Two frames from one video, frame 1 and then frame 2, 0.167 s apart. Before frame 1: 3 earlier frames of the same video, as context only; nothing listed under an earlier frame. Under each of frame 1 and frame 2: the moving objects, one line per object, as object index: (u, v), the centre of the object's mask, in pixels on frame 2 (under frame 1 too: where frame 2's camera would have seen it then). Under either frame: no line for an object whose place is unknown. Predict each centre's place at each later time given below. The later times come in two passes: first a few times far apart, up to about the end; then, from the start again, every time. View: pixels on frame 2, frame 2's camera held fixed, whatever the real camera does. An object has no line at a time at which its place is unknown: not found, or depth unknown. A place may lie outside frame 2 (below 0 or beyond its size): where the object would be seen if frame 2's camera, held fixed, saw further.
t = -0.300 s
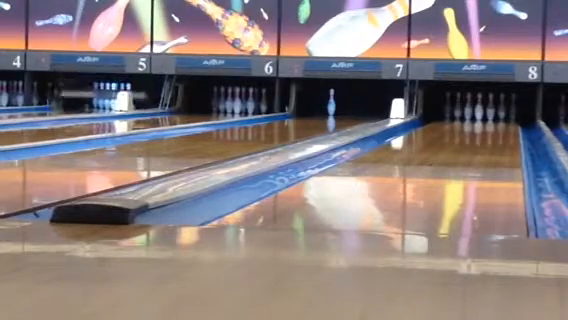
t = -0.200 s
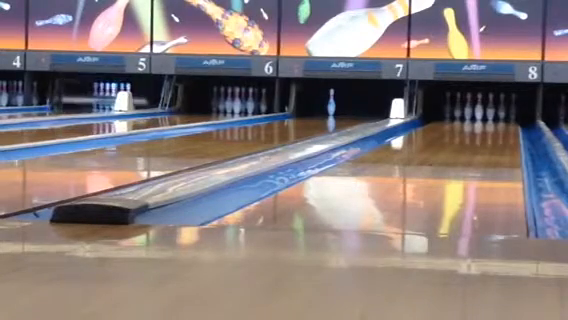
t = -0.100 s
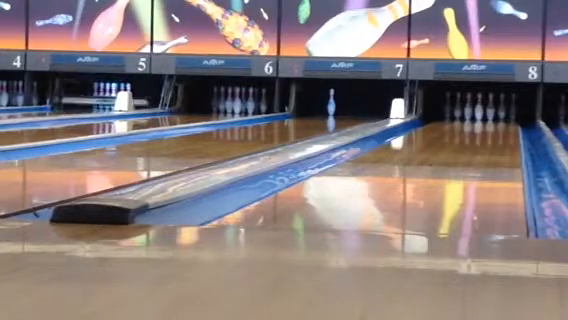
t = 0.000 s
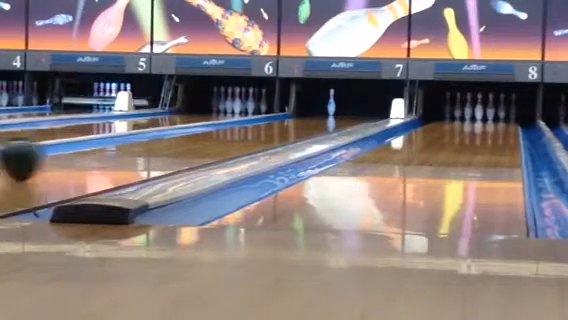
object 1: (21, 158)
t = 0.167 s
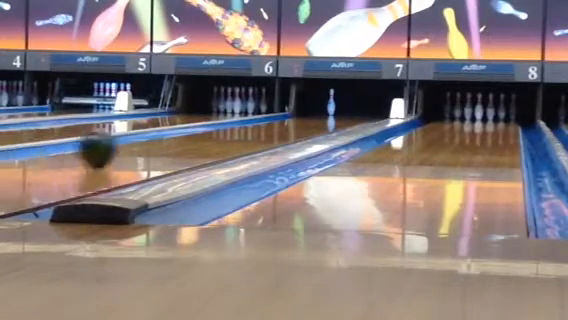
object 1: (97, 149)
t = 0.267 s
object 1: (133, 143)
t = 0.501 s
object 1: (200, 134)
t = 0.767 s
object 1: (250, 128)
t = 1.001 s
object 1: (288, 119)
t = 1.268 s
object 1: (318, 115)
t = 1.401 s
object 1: (331, 116)
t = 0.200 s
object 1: (110, 147)
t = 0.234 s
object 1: (122, 146)
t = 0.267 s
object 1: (133, 143)
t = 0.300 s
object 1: (145, 142)
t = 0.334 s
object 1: (155, 141)
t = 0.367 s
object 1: (165, 140)
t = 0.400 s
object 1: (174, 138)
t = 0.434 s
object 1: (183, 137)
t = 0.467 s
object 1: (191, 137)
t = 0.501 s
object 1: (200, 134)
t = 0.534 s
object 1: (207, 133)
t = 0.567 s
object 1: (215, 132)
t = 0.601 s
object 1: (221, 131)
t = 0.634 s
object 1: (229, 130)
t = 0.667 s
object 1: (234, 130)
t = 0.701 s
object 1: (242, 129)
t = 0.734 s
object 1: (247, 128)
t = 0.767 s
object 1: (250, 128)
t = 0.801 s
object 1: (261, 127)
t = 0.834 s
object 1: (263, 126)
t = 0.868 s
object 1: (269, 124)
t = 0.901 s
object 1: (275, 120)
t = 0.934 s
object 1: (281, 123)
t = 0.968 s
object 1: (285, 120)
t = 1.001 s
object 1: (288, 119)
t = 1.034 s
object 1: (294, 118)
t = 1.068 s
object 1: (297, 118)
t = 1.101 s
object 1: (300, 119)
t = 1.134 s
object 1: (304, 117)
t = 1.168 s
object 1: (307, 117)
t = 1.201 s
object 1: (310, 117)
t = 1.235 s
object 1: (314, 116)
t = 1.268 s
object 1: (318, 115)
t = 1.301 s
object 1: (320, 115)
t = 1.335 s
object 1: (323, 116)
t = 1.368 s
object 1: (326, 115)
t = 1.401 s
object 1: (331, 116)
